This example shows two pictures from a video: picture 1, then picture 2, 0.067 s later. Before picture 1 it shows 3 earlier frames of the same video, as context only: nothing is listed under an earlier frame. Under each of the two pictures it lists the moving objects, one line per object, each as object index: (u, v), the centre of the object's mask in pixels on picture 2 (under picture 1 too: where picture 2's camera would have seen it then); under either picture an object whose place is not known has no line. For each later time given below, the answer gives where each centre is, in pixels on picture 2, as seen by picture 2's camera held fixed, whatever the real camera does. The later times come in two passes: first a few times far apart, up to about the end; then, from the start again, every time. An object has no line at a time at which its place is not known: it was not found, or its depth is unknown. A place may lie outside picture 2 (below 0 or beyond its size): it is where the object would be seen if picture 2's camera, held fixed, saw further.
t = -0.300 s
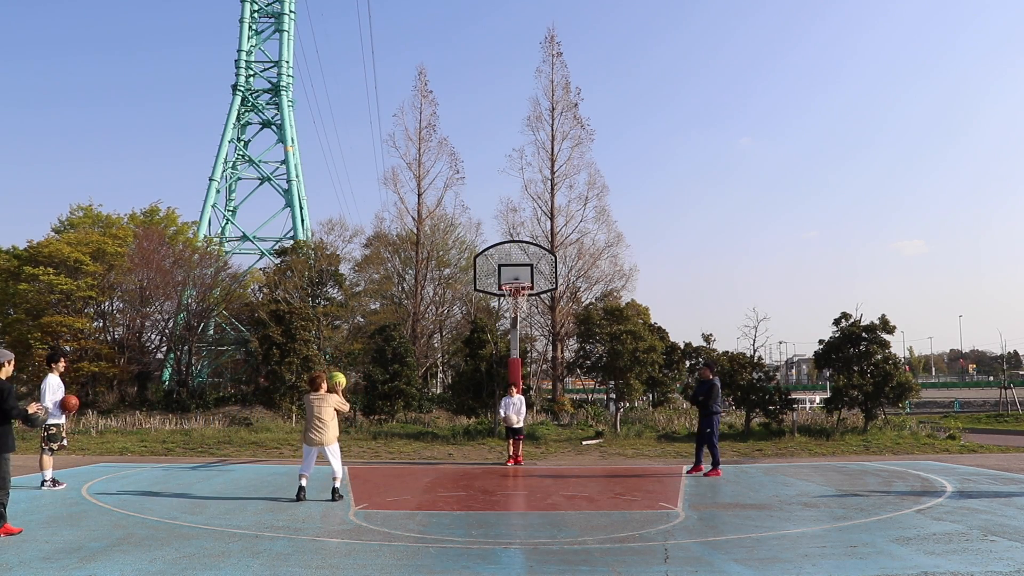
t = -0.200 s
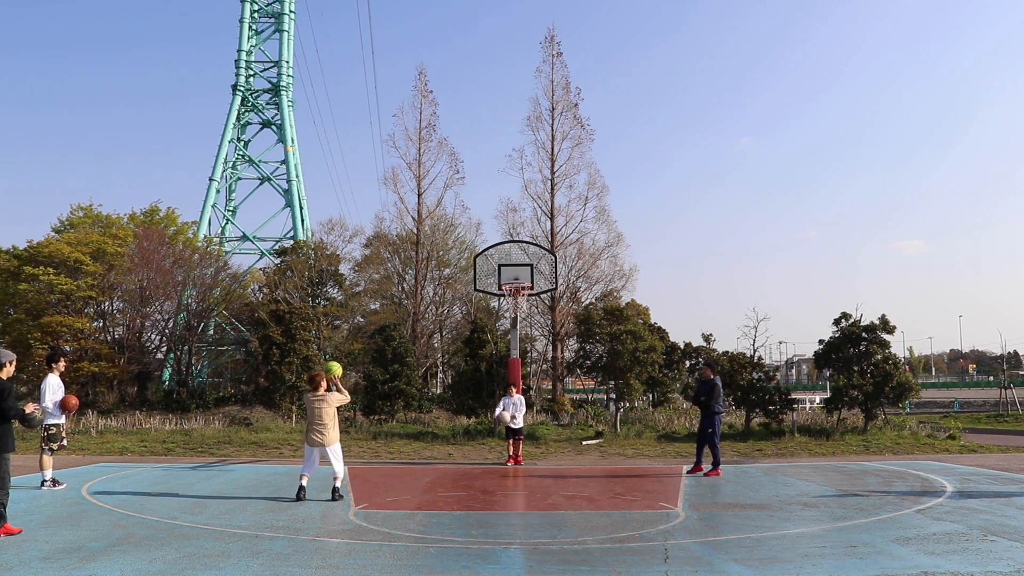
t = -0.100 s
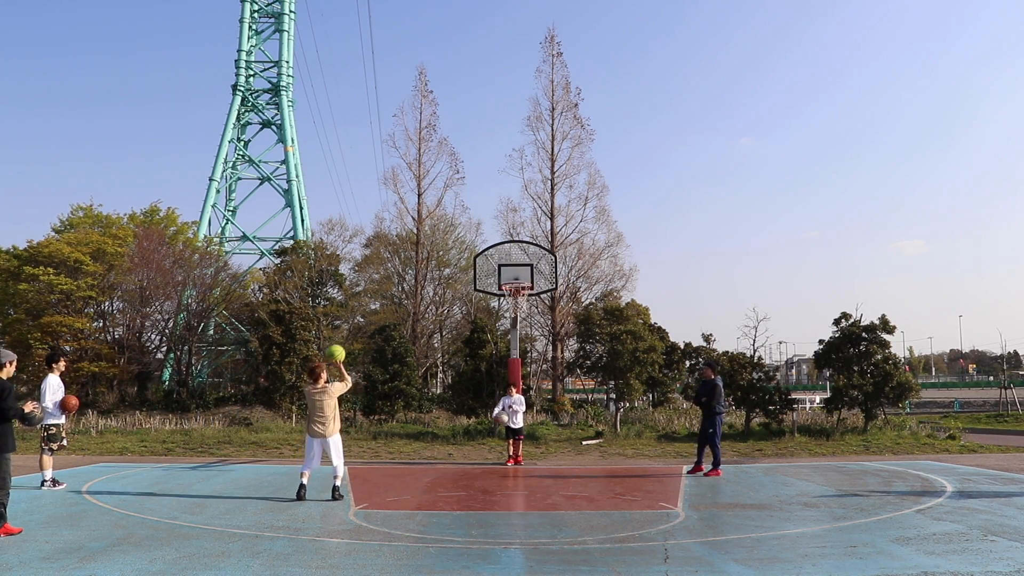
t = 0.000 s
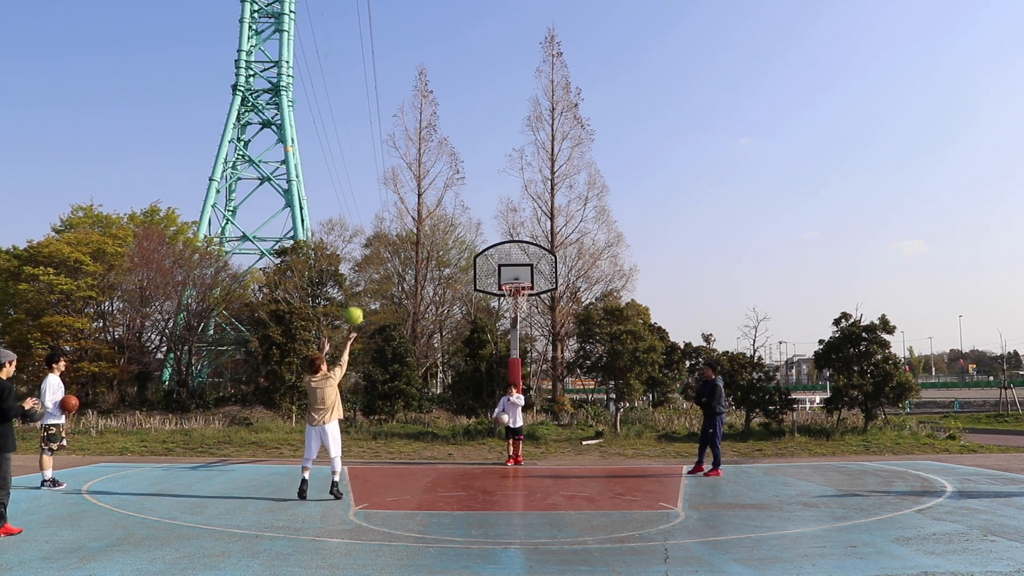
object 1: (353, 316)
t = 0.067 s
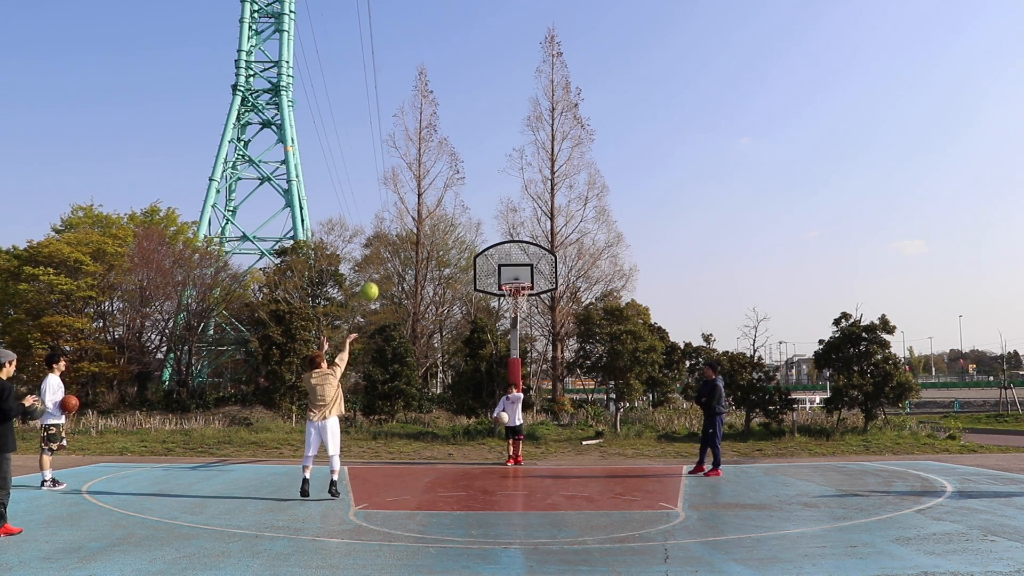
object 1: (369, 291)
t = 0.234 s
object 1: (405, 249)
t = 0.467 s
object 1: (449, 227)
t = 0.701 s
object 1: (488, 241)
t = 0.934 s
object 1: (523, 286)
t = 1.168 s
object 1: (498, 313)
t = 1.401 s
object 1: (479, 362)
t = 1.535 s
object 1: (469, 405)
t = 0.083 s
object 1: (373, 286)
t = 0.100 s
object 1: (376, 282)
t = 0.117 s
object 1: (380, 276)
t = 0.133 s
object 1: (384, 272)
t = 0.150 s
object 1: (387, 267)
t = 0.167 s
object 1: (391, 264)
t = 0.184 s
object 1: (395, 259)
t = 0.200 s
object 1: (399, 256)
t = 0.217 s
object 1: (402, 252)
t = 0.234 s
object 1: (405, 249)
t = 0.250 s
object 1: (409, 246)
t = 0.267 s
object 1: (412, 244)
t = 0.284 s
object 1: (415, 241)
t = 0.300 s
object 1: (418, 239)
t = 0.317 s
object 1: (422, 237)
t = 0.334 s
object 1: (425, 235)
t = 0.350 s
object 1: (428, 233)
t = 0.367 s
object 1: (431, 232)
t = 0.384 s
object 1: (434, 231)
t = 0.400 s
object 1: (438, 230)
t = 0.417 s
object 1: (440, 229)
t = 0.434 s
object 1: (443, 228)
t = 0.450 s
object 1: (446, 228)
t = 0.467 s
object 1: (449, 227)
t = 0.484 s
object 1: (452, 227)
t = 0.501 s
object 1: (455, 227)
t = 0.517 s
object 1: (458, 227)
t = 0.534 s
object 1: (461, 228)
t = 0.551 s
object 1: (464, 228)
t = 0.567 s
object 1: (466, 229)
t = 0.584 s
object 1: (469, 230)
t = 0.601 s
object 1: (472, 231)
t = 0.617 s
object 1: (475, 232)
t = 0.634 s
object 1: (478, 234)
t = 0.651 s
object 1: (480, 235)
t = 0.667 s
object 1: (483, 237)
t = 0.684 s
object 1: (485, 239)
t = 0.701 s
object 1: (488, 241)
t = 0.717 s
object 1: (491, 243)
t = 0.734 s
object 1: (493, 246)
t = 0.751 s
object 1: (496, 249)
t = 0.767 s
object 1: (499, 251)
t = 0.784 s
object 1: (502, 254)
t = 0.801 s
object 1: (504, 257)
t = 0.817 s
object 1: (506, 260)
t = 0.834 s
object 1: (509, 263)
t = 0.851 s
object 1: (511, 267)
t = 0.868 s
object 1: (514, 270)
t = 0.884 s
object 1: (516, 274)
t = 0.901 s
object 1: (519, 277)
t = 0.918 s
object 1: (521, 279)
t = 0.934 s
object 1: (523, 286)
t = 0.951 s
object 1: (521, 289)
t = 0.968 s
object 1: (518, 292)
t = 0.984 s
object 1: (516, 293)
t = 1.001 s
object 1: (512, 297)
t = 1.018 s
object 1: (510, 300)
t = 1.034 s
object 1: (508, 302)
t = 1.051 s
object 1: (507, 303)
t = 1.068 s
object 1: (505, 304)
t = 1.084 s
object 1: (504, 305)
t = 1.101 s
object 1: (503, 306)
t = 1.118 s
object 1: (501, 309)
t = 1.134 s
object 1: (501, 309)
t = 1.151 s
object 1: (499, 312)
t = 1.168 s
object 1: (498, 313)
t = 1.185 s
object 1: (496, 316)
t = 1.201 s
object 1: (495, 318)
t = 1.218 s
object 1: (493, 321)
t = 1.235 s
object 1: (492, 324)
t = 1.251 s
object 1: (491, 327)
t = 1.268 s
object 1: (489, 330)
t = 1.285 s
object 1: (488, 334)
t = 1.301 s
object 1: (487, 337)
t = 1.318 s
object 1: (485, 341)
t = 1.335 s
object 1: (484, 345)
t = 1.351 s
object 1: (483, 349)
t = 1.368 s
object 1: (482, 353)
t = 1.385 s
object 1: (481, 357)
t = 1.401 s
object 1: (479, 362)
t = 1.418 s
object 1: (478, 367)
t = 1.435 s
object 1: (476, 371)
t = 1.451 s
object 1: (475, 376)
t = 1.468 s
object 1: (474, 382)
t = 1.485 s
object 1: (473, 387)
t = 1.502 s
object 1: (471, 393)
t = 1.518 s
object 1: (470, 399)
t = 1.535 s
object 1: (469, 405)
